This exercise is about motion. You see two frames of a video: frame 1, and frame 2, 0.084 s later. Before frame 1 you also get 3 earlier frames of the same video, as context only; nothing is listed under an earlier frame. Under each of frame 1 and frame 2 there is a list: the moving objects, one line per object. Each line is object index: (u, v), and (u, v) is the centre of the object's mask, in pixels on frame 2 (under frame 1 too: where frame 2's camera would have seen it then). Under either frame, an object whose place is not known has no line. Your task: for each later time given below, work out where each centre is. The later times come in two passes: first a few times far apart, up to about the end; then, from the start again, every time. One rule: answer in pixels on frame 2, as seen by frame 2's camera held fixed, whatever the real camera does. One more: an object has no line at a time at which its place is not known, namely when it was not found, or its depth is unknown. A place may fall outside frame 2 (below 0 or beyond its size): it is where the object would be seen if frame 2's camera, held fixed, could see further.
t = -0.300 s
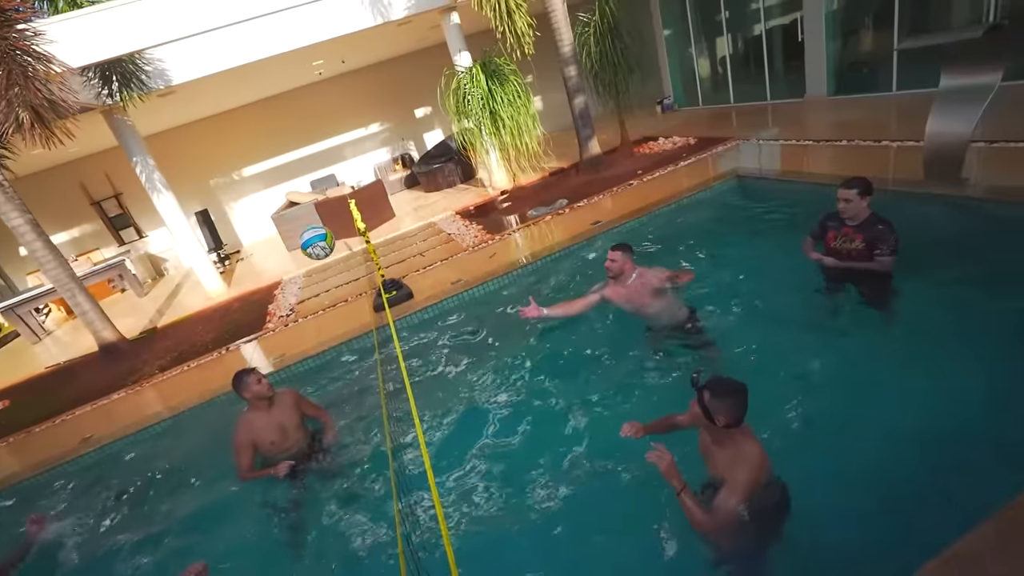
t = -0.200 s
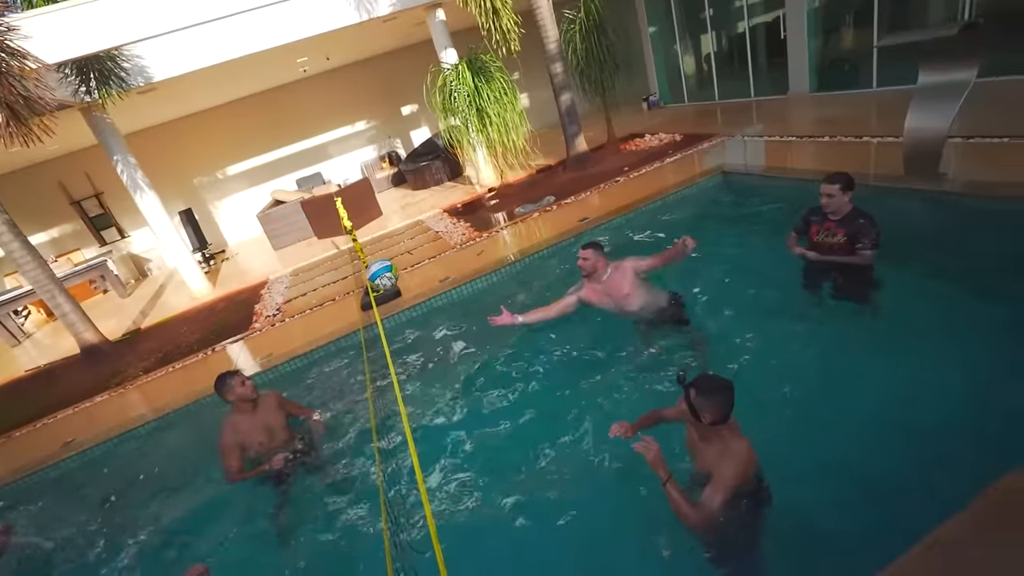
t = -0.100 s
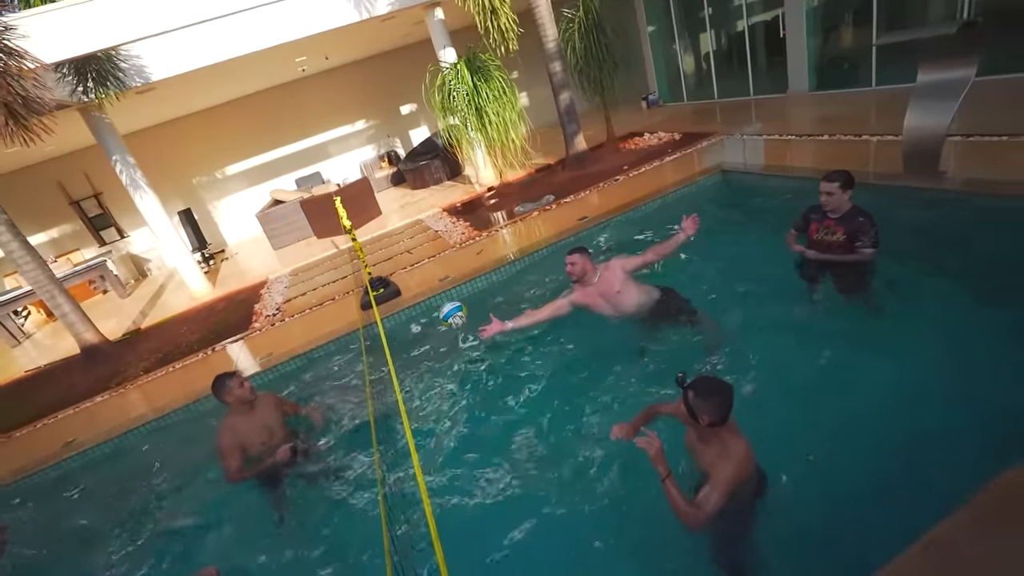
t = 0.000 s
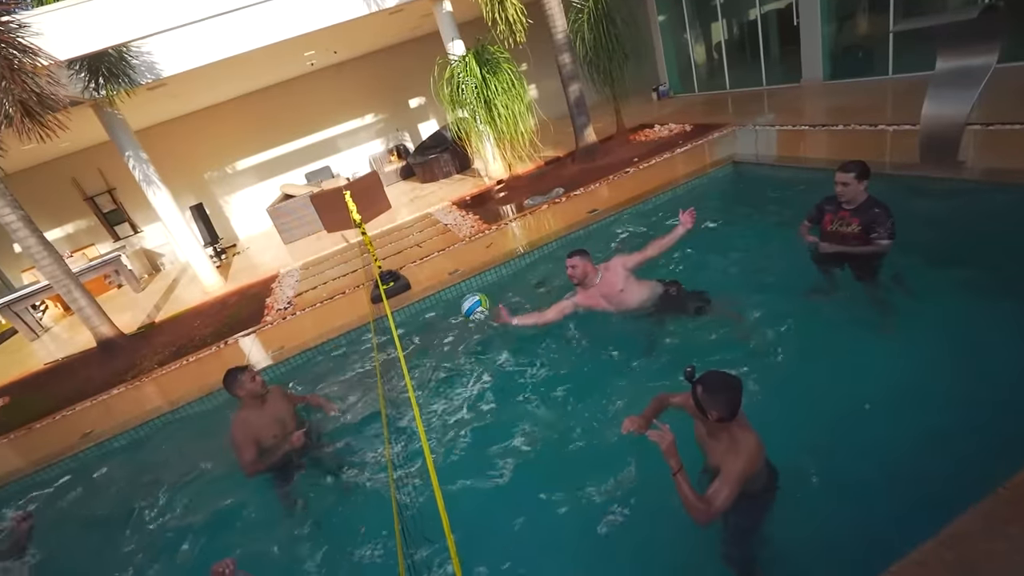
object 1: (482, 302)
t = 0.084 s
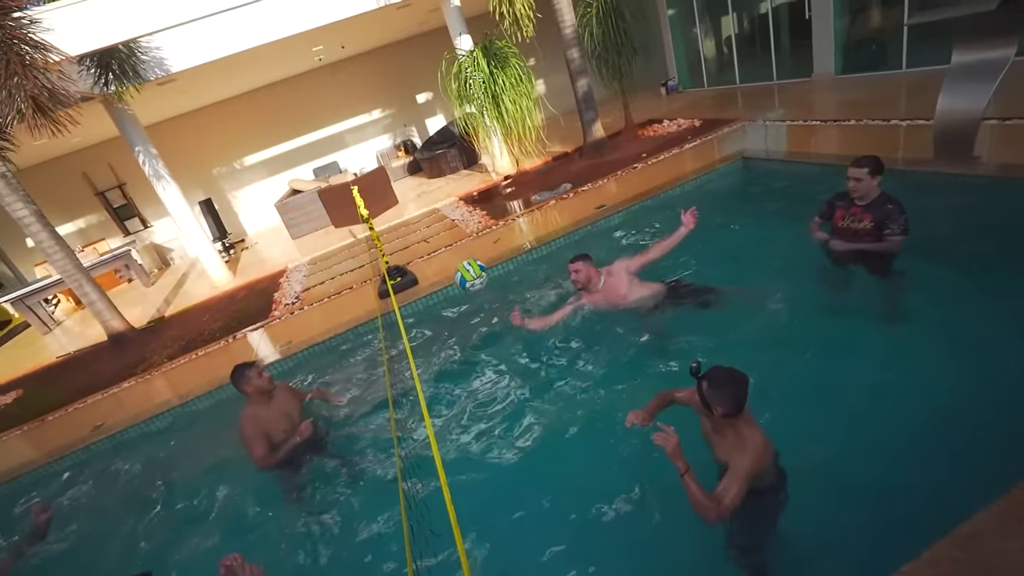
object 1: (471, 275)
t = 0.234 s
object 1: (456, 240)
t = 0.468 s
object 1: (456, 267)
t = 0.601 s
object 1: (487, 370)
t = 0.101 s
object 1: (469, 270)
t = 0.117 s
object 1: (467, 265)
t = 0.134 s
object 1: (465, 261)
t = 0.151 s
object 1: (464, 257)
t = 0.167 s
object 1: (462, 253)
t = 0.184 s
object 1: (461, 249)
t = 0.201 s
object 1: (459, 245)
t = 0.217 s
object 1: (457, 242)
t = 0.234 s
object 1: (456, 240)
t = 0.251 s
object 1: (455, 237)
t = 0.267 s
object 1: (454, 236)
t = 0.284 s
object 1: (453, 235)
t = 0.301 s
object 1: (452, 233)
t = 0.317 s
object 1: (451, 233)
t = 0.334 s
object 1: (451, 234)
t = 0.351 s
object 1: (451, 235)
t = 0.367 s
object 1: (451, 236)
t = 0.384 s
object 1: (451, 239)
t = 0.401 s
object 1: (451, 243)
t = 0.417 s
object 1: (452, 247)
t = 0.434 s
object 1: (453, 252)
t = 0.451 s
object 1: (455, 259)
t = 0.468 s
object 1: (456, 267)
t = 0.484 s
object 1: (458, 275)
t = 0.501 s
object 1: (461, 285)
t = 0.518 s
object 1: (464, 295)
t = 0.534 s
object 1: (468, 307)
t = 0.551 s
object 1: (472, 320)
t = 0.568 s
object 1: (476, 335)
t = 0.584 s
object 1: (482, 351)
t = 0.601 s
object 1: (487, 370)
